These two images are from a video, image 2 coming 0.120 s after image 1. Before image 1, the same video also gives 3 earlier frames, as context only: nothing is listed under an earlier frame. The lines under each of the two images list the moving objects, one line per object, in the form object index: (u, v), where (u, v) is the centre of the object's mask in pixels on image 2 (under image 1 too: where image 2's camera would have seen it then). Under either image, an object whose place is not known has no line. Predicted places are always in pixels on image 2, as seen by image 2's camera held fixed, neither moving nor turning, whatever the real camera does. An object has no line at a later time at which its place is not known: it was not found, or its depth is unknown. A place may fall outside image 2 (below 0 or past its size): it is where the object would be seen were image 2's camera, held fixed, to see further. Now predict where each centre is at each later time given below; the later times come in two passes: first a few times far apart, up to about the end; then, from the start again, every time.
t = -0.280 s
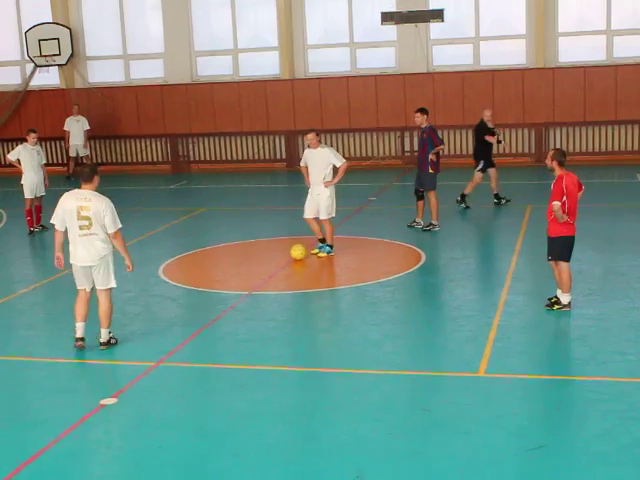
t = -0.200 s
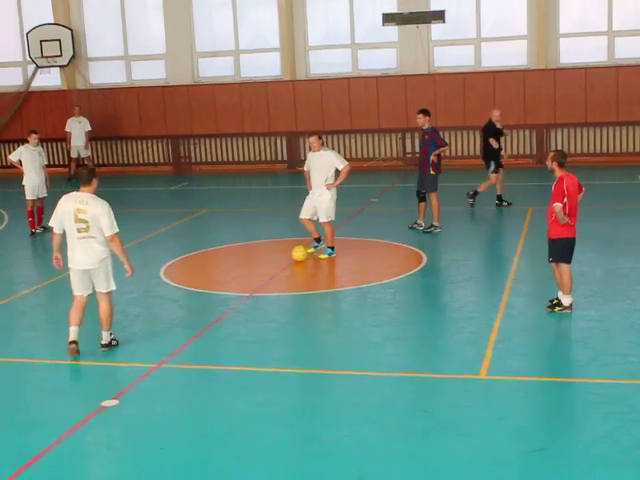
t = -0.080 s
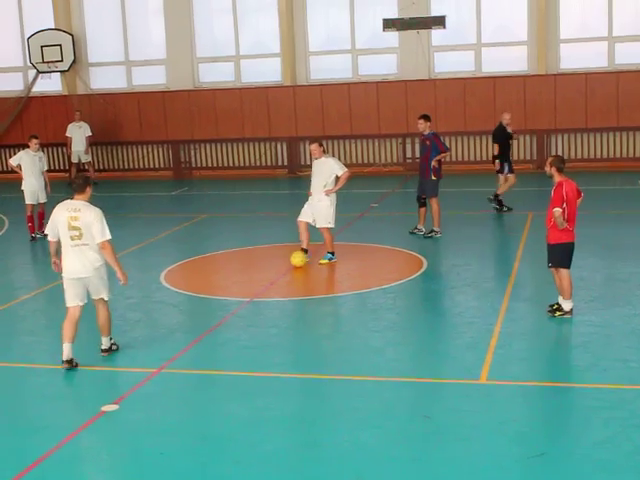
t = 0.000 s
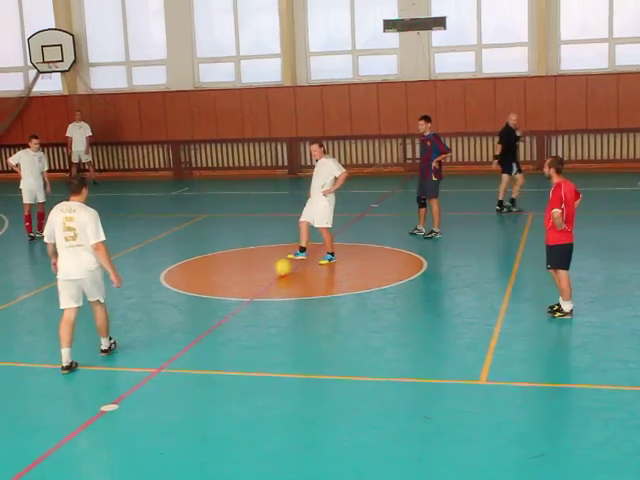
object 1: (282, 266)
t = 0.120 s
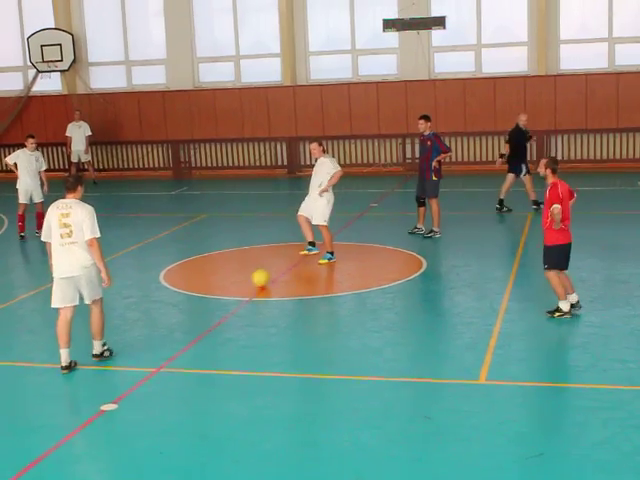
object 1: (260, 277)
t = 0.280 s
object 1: (232, 293)
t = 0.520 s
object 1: (194, 314)
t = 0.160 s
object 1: (253, 281)
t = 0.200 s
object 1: (246, 285)
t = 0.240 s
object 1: (239, 289)
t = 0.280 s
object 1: (232, 293)
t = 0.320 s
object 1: (226, 296)
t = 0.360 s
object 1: (220, 299)
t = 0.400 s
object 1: (214, 303)
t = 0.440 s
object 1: (208, 306)
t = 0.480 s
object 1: (201, 309)
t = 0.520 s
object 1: (194, 314)
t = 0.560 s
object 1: (188, 317)
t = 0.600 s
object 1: (181, 320)
